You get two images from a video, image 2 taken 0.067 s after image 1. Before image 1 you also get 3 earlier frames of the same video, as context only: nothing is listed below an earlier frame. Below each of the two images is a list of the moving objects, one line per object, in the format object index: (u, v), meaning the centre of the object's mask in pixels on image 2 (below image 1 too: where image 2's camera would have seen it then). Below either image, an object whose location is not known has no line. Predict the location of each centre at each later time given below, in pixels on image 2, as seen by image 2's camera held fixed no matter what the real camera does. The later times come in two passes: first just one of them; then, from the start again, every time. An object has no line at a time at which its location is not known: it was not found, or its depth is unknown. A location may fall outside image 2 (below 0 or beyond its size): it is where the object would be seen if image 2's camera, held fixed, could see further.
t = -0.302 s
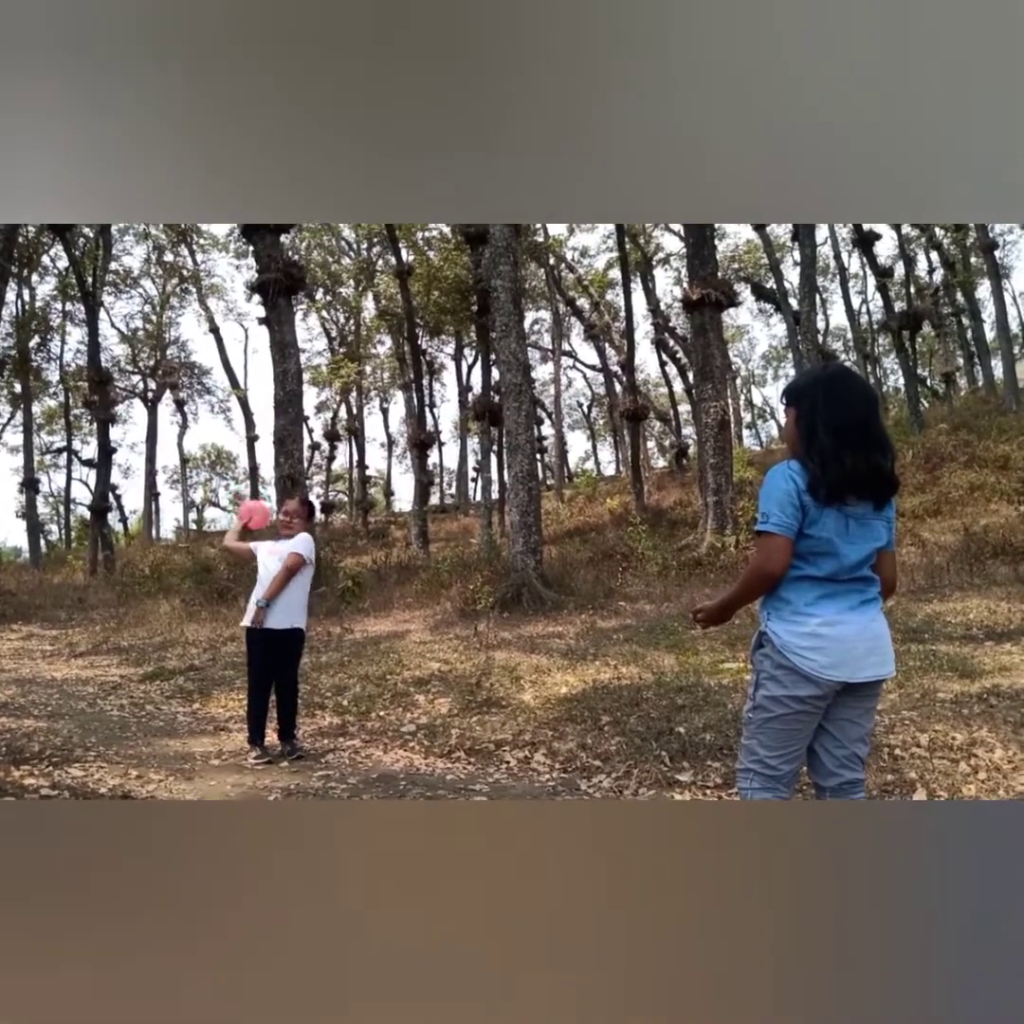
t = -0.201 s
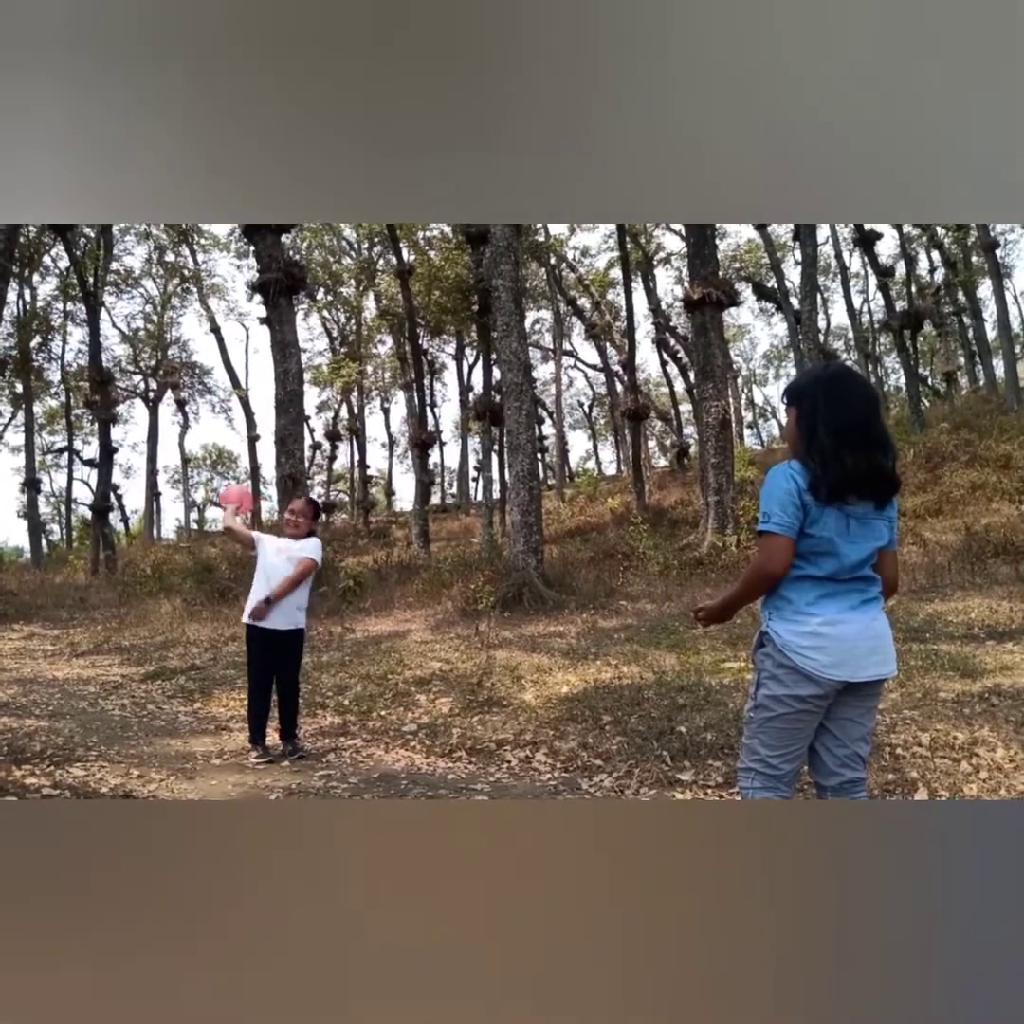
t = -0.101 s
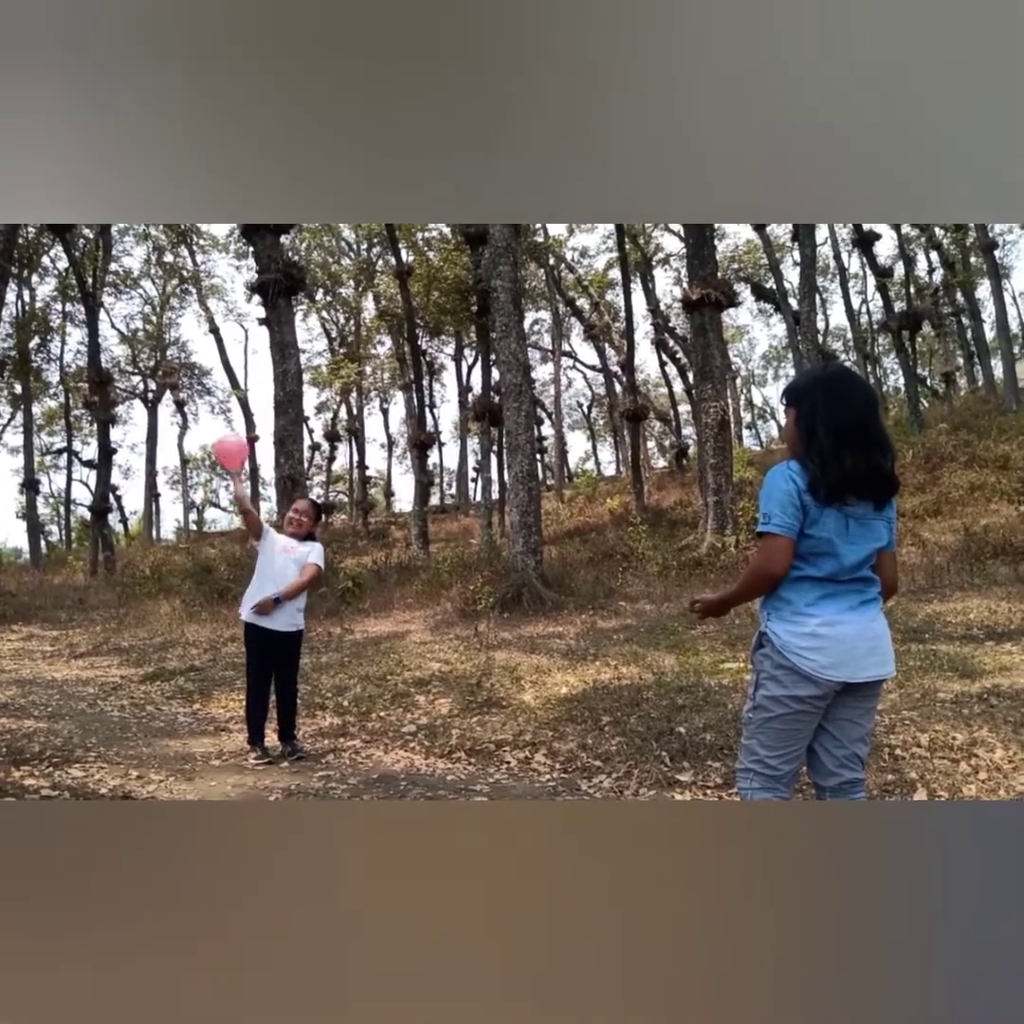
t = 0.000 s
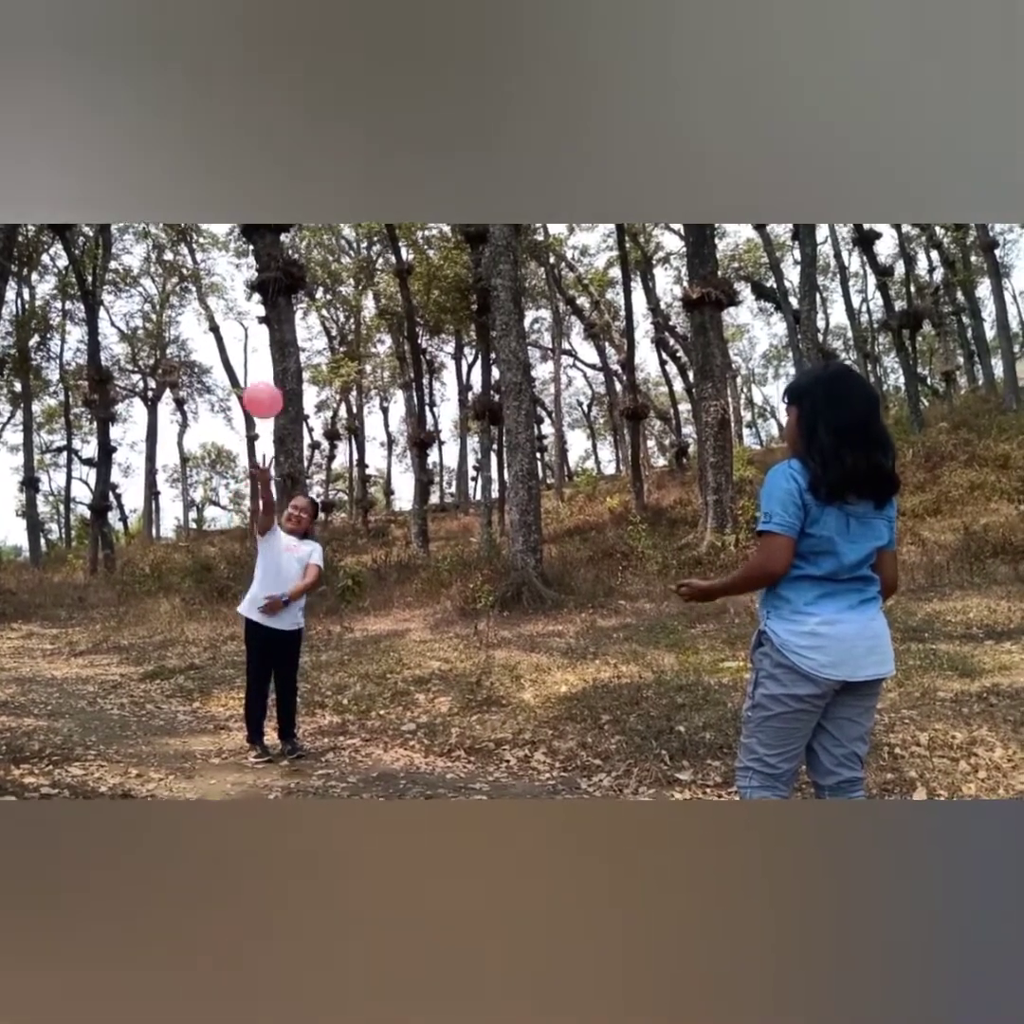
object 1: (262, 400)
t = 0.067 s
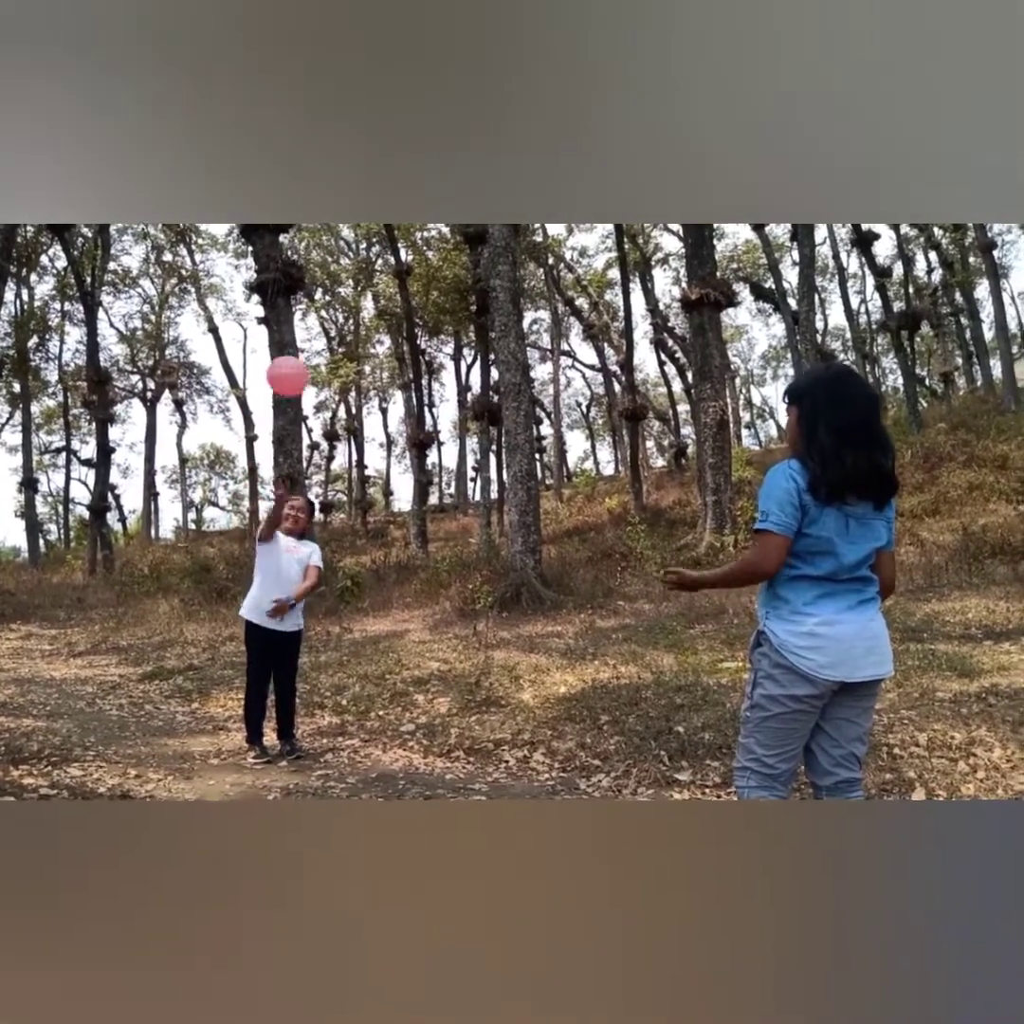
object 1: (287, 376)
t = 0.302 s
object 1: (413, 353)
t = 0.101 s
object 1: (302, 366)
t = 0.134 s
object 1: (317, 357)
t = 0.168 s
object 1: (333, 352)
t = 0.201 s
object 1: (351, 348)
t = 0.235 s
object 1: (370, 347)
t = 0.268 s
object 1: (390, 348)
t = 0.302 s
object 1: (413, 353)
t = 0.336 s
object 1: (437, 361)
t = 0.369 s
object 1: (464, 374)
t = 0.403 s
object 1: (494, 393)
